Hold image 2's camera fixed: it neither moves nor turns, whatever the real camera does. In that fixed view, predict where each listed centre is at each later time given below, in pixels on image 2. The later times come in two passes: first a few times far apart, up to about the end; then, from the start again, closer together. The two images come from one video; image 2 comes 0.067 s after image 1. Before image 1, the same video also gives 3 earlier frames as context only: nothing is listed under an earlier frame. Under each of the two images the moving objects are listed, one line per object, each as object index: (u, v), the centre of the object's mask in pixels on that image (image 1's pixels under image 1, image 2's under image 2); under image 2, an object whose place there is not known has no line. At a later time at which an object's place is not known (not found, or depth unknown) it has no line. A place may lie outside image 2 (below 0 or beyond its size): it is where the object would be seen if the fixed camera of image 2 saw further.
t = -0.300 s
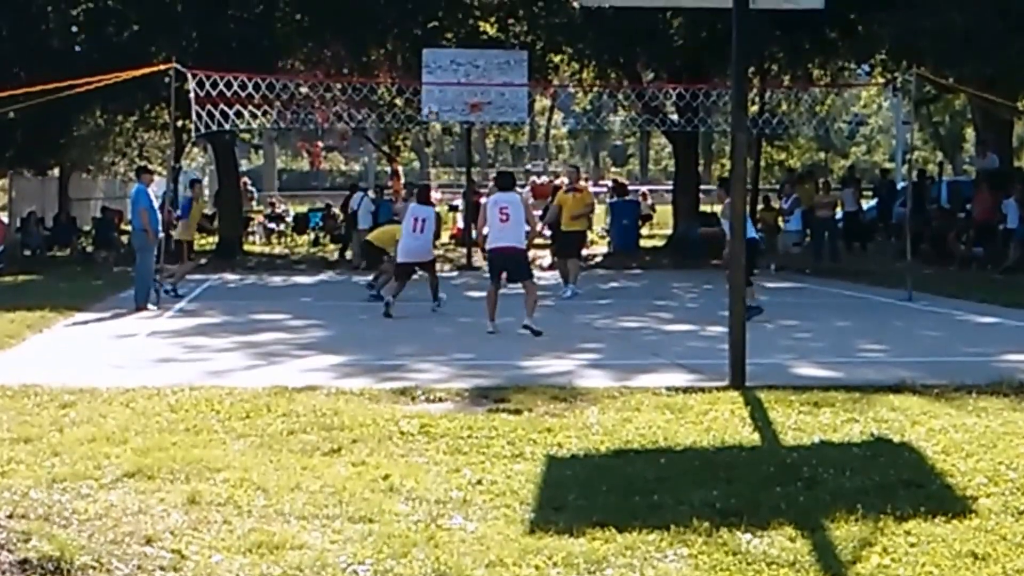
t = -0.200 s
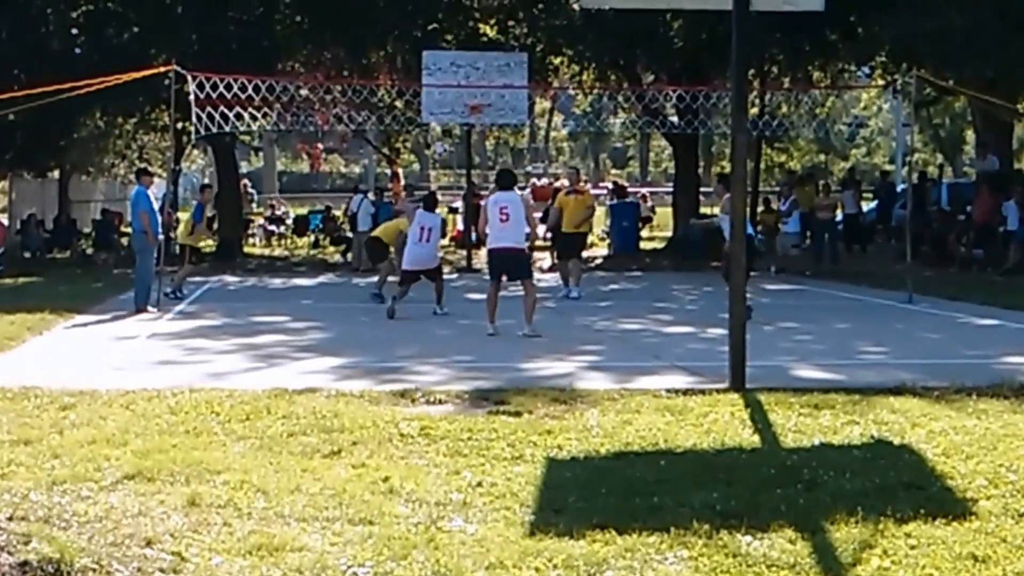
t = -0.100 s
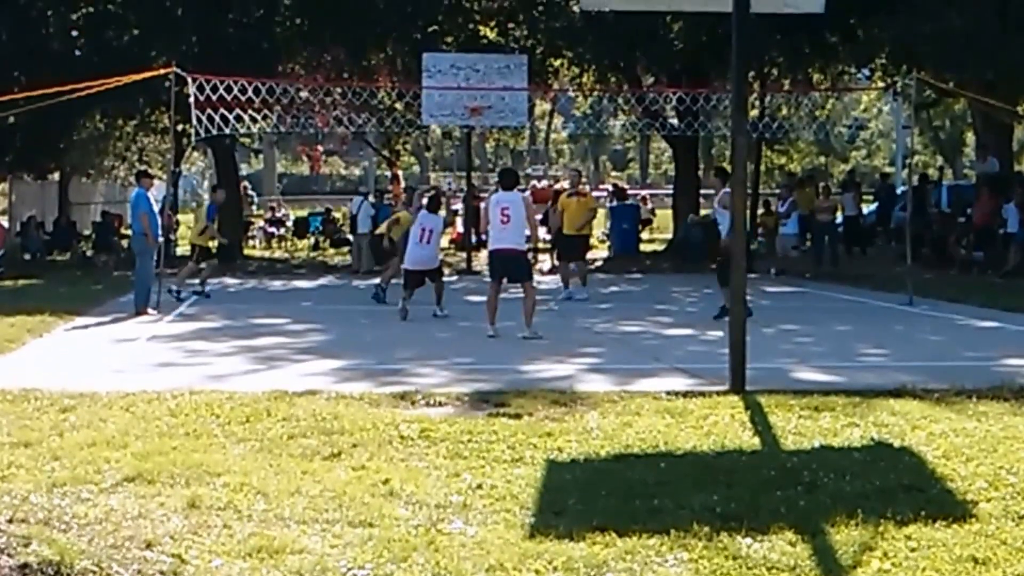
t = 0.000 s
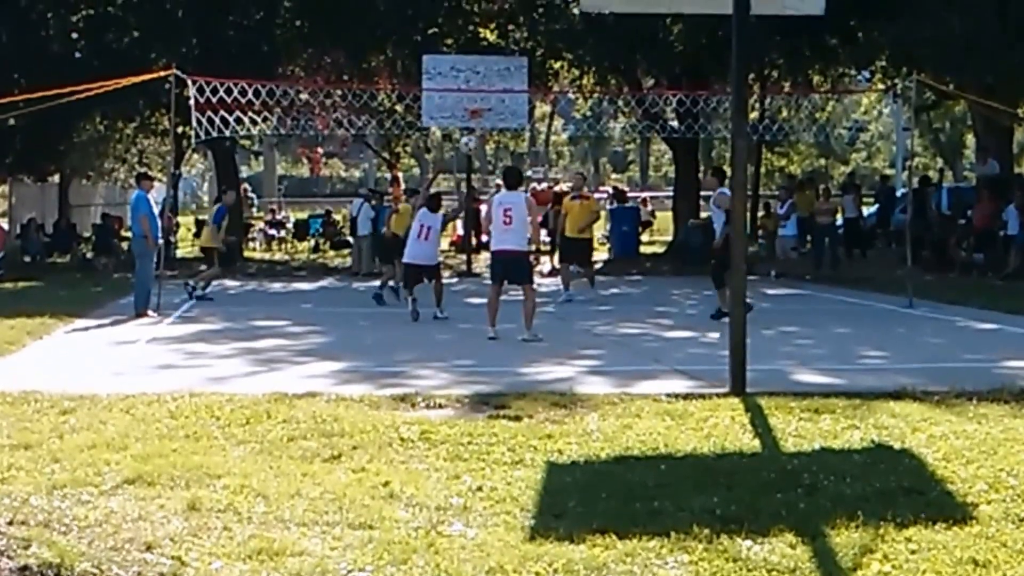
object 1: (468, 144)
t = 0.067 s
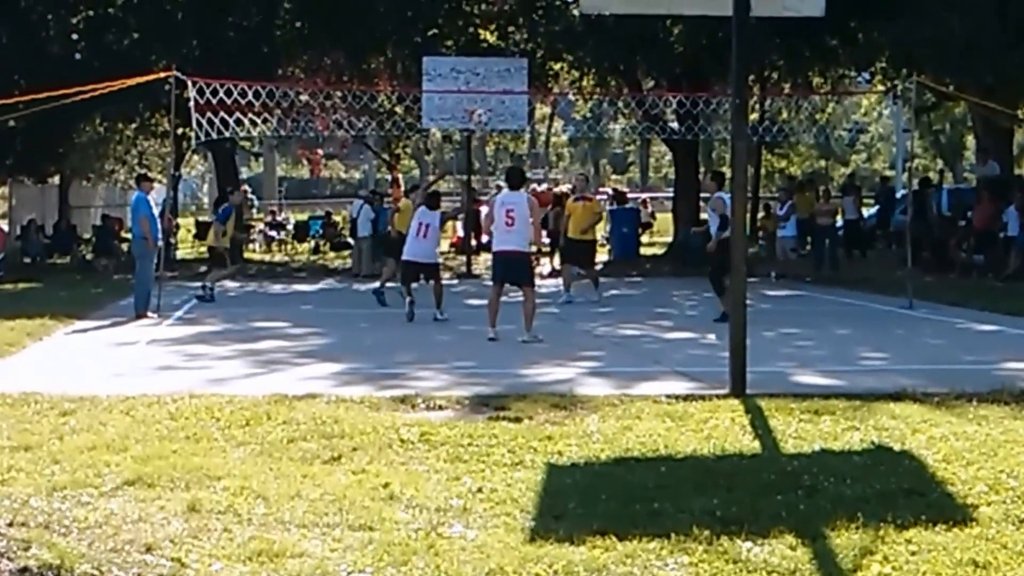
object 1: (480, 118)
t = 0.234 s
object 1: (515, 62)
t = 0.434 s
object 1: (555, 30)
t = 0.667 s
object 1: (601, 32)
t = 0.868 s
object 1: (640, 69)
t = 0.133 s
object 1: (495, 93)
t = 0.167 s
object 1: (502, 82)
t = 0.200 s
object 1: (507, 72)
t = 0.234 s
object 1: (515, 62)
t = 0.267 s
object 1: (522, 55)
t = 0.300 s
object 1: (529, 49)
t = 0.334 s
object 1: (535, 43)
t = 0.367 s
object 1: (542, 37)
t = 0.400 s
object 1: (548, 34)
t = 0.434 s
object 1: (555, 30)
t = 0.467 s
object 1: (561, 28)
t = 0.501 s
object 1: (568, 26)
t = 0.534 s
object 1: (575, 25)
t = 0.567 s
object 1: (581, 25)
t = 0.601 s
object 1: (588, 27)
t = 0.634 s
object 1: (595, 29)
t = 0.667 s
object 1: (601, 32)
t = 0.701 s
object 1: (608, 36)
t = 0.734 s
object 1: (614, 41)
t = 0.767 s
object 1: (621, 47)
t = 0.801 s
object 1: (628, 54)
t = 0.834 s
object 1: (634, 61)
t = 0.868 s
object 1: (640, 69)
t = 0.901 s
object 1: (647, 79)
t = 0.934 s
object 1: (654, 89)
